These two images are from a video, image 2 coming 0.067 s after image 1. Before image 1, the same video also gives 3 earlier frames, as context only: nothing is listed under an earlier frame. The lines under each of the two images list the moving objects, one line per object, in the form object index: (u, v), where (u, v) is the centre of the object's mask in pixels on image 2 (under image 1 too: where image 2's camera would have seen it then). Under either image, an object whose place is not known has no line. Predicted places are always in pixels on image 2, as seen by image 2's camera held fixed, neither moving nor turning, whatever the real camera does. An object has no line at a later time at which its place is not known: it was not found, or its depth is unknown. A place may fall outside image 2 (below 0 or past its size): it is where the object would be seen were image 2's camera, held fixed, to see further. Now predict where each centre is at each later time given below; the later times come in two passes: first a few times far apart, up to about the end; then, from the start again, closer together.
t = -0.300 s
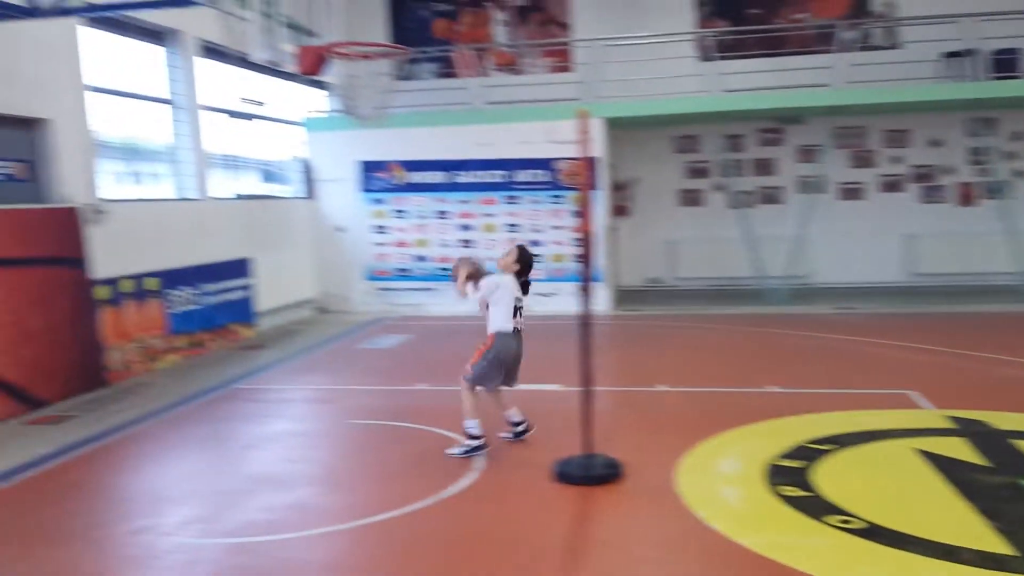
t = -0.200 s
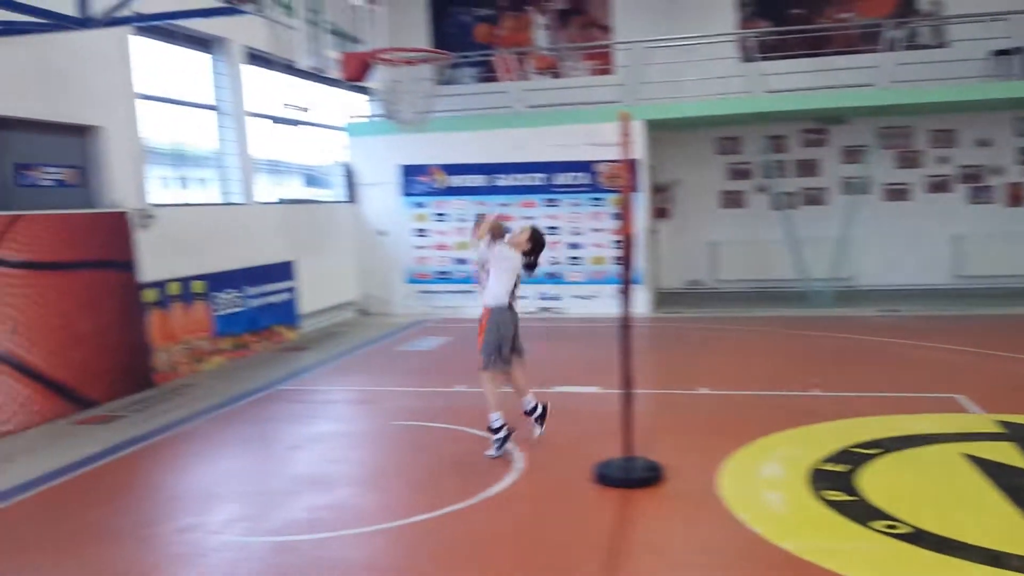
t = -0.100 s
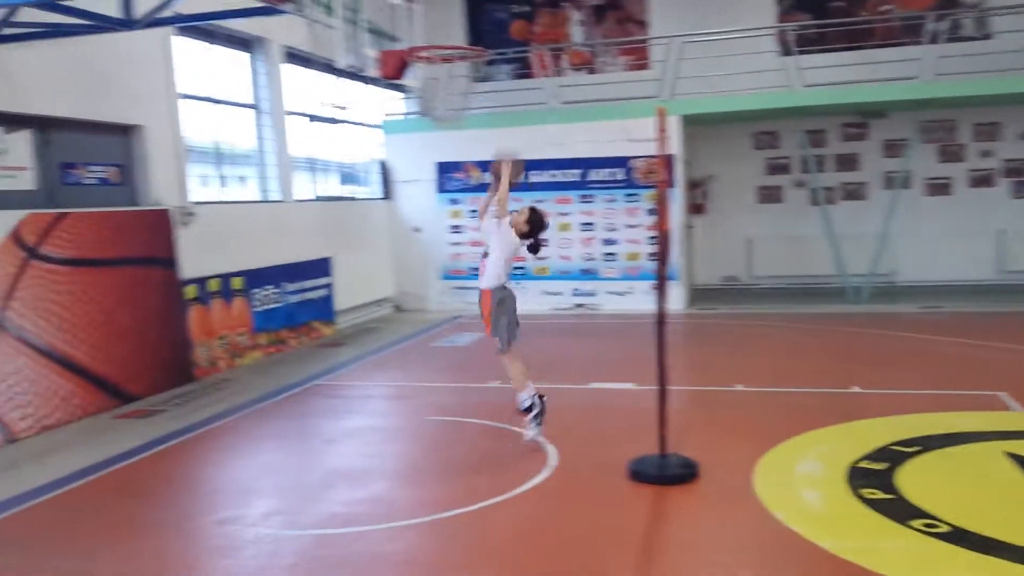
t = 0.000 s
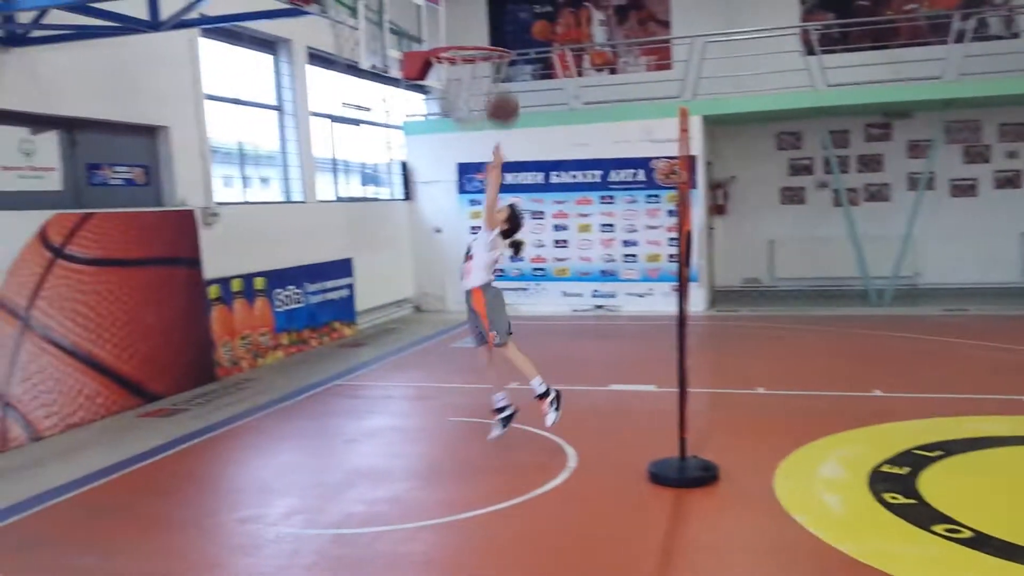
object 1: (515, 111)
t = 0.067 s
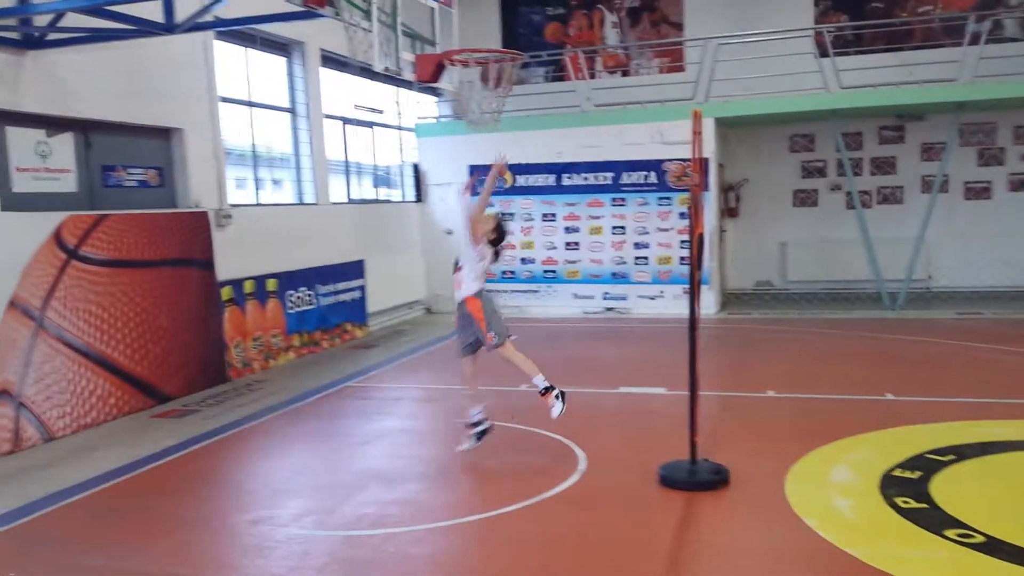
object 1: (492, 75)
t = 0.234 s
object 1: (456, 10)
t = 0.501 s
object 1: (493, 21)
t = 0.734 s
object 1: (460, 78)
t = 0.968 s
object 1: (457, 98)
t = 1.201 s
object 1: (503, 153)
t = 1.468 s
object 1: (562, 317)
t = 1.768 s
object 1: (613, 339)
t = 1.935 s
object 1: (634, 261)
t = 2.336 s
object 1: (687, 243)
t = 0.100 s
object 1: (484, 49)
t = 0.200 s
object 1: (461, 19)
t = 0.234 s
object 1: (456, 10)
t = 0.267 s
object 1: (459, 6)
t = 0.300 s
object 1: (464, 5)
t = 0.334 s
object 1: (469, 5)
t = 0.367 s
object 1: (474, 5)
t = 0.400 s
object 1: (478, 6)
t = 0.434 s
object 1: (483, 8)
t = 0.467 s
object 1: (488, 12)
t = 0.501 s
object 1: (493, 21)
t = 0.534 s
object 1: (499, 31)
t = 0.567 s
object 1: (503, 37)
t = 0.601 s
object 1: (500, 49)
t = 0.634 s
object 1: (490, 54)
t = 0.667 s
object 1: (479, 61)
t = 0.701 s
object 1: (469, 71)
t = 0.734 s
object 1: (460, 78)
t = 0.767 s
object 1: (455, 80)
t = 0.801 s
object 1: (452, 81)
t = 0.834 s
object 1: (450, 83)
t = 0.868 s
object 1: (450, 86)
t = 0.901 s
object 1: (452, 89)
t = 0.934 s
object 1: (453, 92)
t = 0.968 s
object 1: (457, 98)
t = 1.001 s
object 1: (461, 103)
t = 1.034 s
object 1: (467, 107)
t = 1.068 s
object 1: (473, 114)
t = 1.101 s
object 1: (480, 121)
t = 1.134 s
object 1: (487, 130)
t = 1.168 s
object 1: (495, 140)
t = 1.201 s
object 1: (503, 153)
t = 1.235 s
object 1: (510, 167)
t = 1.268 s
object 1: (516, 180)
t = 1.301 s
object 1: (525, 200)
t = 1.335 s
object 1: (533, 219)
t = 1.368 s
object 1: (541, 241)
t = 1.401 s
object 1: (548, 265)
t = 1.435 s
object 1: (555, 289)
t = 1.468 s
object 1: (562, 317)
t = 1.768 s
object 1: (613, 339)
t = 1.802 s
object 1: (618, 322)
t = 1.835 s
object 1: (622, 303)
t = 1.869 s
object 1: (626, 288)
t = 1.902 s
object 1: (630, 274)
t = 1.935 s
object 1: (634, 261)
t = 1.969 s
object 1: (639, 250)
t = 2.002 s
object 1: (643, 241)
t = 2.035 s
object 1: (647, 235)
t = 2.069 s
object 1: (652, 230)
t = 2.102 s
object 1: (658, 225)
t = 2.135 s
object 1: (662, 223)
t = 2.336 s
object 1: (687, 243)
